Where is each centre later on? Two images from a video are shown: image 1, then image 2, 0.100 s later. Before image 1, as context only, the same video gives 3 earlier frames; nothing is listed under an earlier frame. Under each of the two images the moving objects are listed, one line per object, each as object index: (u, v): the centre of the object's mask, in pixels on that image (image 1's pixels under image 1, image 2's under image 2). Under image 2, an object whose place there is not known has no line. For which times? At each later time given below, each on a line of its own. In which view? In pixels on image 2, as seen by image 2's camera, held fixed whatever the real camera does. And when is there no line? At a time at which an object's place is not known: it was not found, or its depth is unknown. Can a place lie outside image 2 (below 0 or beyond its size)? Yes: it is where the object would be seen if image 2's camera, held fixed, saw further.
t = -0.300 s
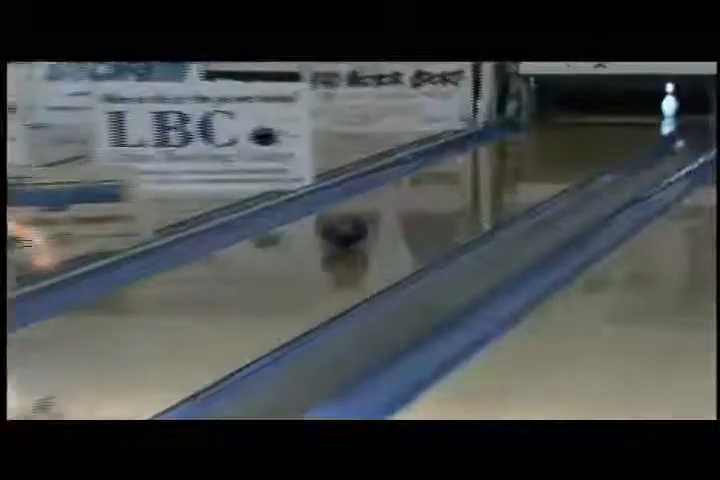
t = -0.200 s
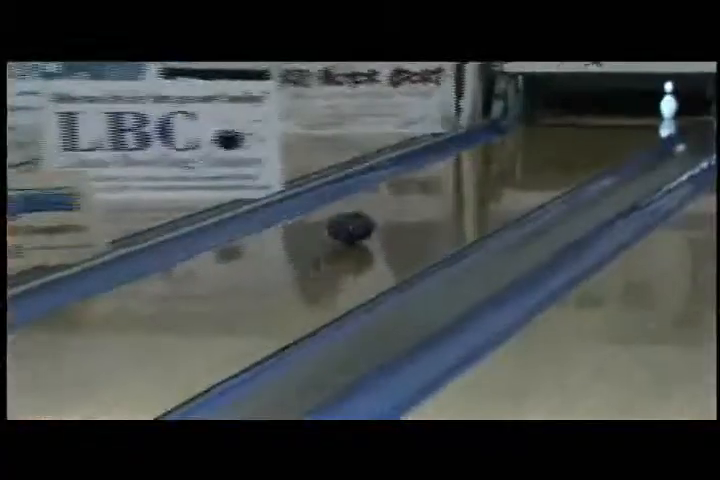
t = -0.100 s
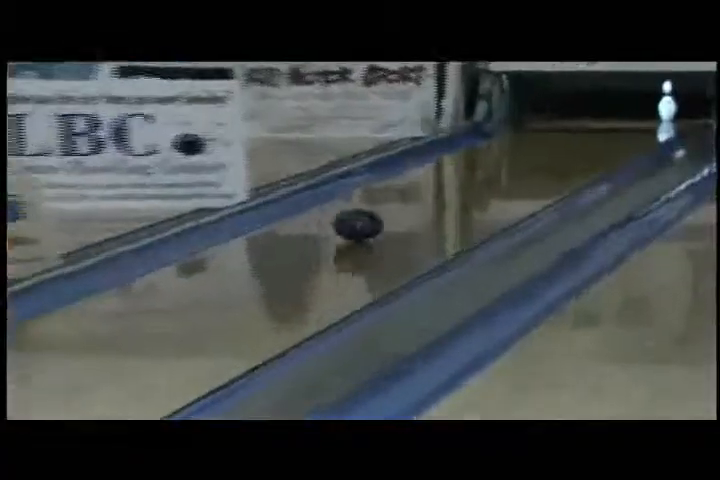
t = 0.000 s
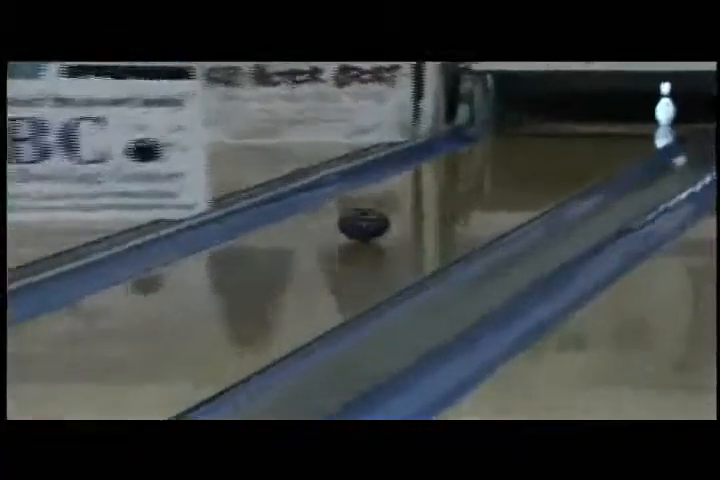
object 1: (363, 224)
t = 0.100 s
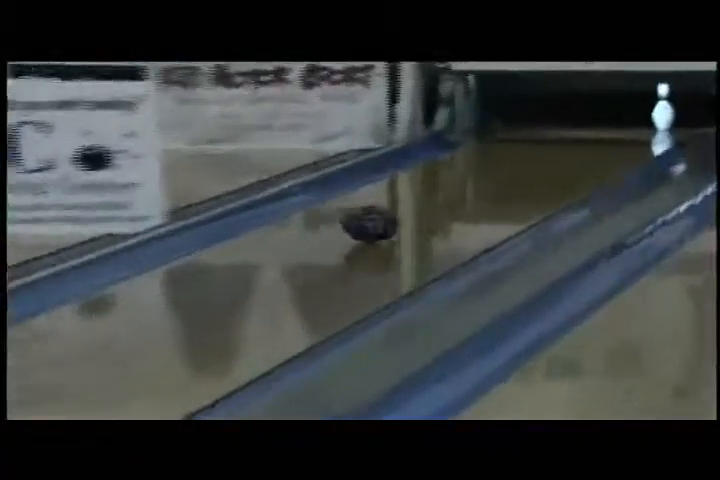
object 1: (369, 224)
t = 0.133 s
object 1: (380, 219)
